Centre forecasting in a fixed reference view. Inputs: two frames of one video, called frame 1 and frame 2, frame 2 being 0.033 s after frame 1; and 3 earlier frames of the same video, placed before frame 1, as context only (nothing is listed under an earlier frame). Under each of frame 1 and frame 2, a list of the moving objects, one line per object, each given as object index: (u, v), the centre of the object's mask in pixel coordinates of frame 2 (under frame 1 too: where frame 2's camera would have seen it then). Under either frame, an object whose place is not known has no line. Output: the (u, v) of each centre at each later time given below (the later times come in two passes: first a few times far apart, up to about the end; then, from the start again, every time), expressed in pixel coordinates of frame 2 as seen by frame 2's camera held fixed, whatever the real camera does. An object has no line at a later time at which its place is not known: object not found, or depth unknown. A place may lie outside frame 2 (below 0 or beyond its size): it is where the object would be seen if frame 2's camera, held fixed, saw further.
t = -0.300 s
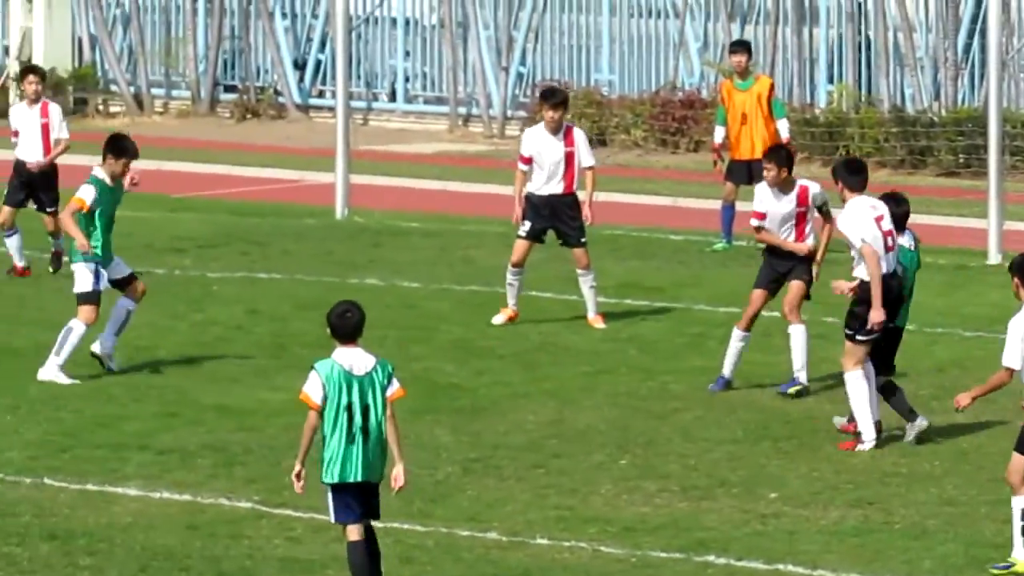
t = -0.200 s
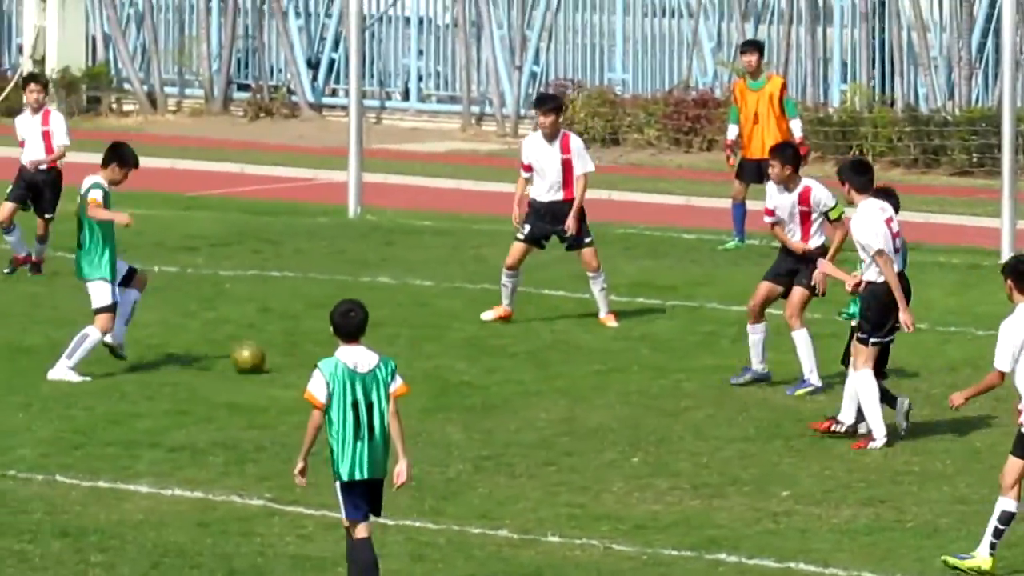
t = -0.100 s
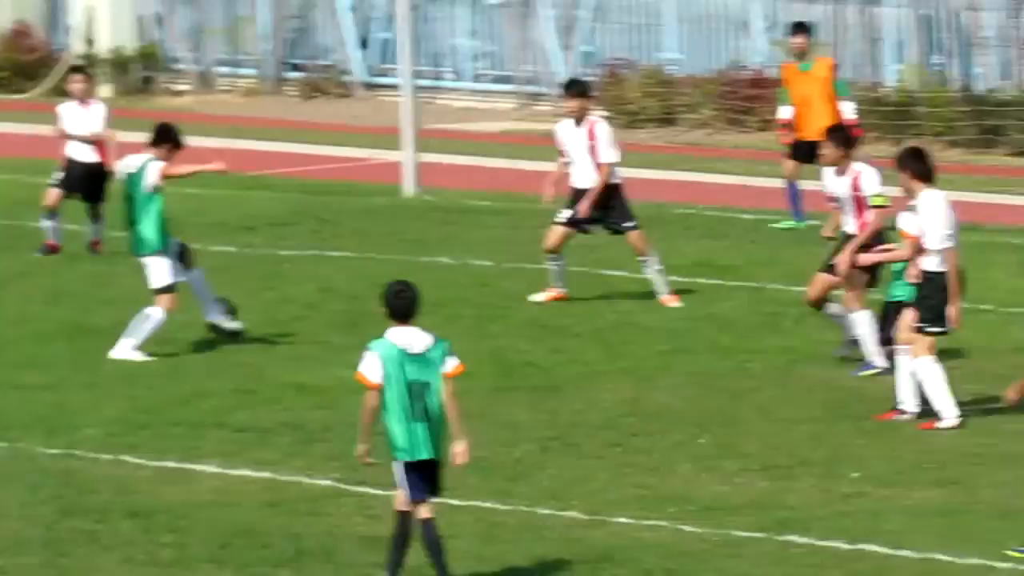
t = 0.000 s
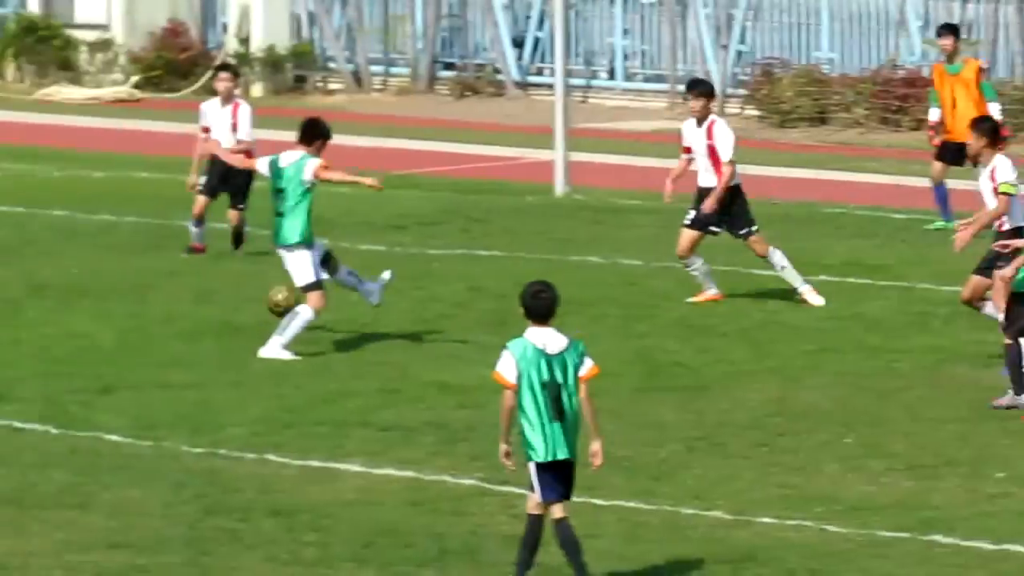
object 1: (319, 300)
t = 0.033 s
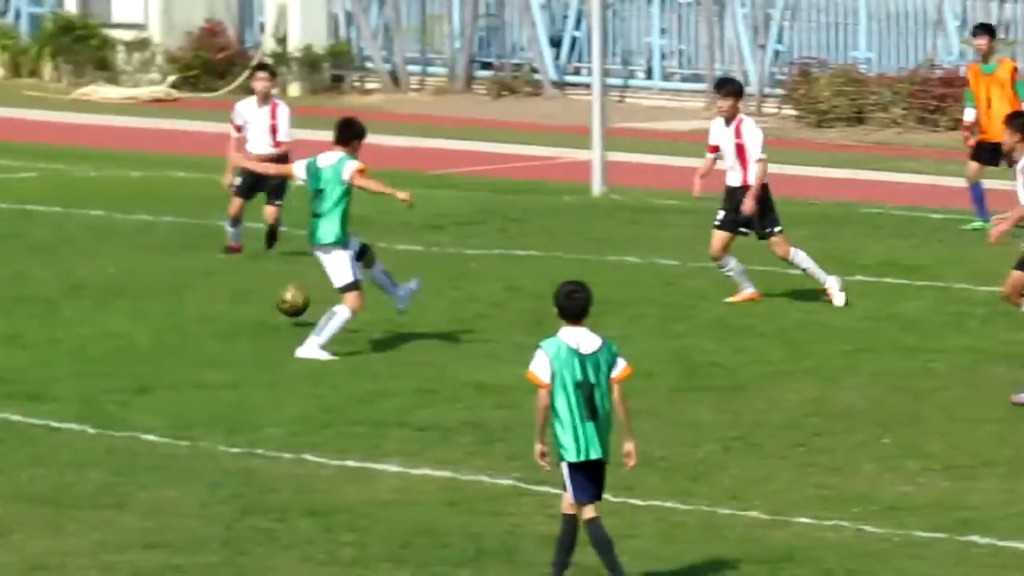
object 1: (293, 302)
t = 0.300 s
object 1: (128, 285)
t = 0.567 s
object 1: (4, 268)
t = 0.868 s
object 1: (-114, 266)
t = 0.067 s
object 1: (266, 303)
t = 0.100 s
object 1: (242, 306)
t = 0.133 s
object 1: (221, 306)
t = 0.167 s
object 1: (201, 300)
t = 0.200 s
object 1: (183, 294)
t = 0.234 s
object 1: (164, 289)
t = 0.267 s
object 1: (146, 286)
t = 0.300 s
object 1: (128, 285)
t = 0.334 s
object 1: (110, 285)
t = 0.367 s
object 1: (92, 287)
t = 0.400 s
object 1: (75, 286)
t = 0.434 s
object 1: (61, 280)
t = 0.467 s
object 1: (46, 275)
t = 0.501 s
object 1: (32, 271)
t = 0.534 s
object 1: (18, 269)
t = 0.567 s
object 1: (4, 268)
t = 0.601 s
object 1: (-10, 269)
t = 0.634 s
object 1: (-23, 272)
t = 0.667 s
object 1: (-36, 276)
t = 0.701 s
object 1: (-50, 274)
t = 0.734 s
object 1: (-63, 270)
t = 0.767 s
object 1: (-76, 266)
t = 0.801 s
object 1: (-89, 264)
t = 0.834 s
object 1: (-101, 265)
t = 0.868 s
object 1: (-114, 266)
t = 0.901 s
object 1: (-127, 268)
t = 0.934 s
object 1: (-140, 265)
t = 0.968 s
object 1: (-152, 262)
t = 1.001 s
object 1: (-164, 260)
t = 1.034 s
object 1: (-176, 261)
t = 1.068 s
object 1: (-188, 261)
